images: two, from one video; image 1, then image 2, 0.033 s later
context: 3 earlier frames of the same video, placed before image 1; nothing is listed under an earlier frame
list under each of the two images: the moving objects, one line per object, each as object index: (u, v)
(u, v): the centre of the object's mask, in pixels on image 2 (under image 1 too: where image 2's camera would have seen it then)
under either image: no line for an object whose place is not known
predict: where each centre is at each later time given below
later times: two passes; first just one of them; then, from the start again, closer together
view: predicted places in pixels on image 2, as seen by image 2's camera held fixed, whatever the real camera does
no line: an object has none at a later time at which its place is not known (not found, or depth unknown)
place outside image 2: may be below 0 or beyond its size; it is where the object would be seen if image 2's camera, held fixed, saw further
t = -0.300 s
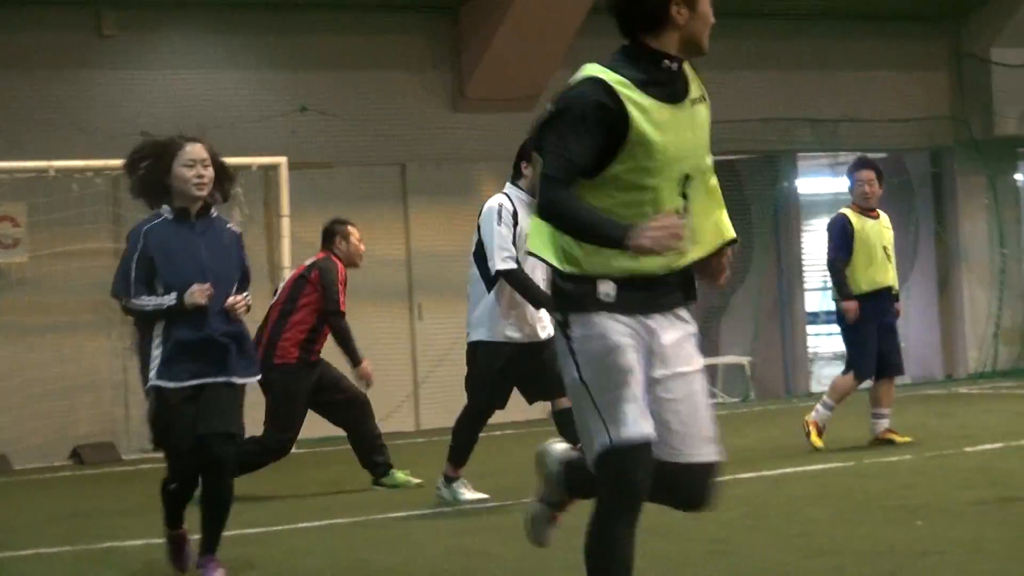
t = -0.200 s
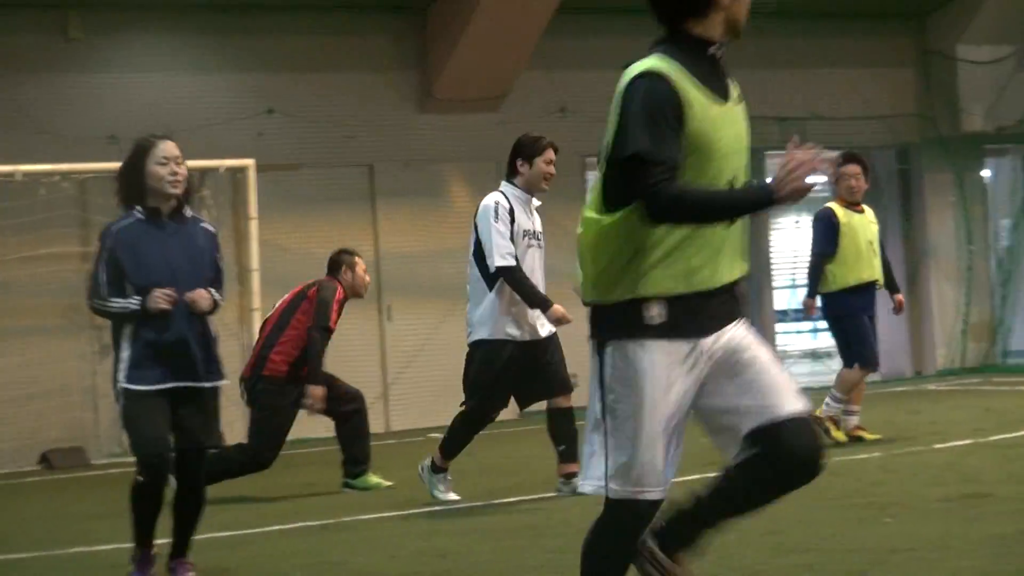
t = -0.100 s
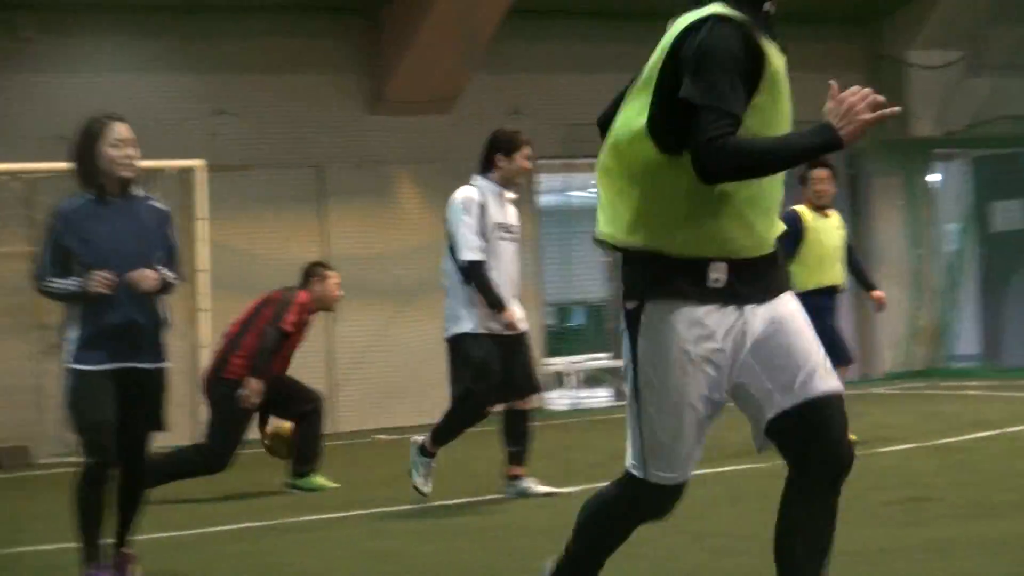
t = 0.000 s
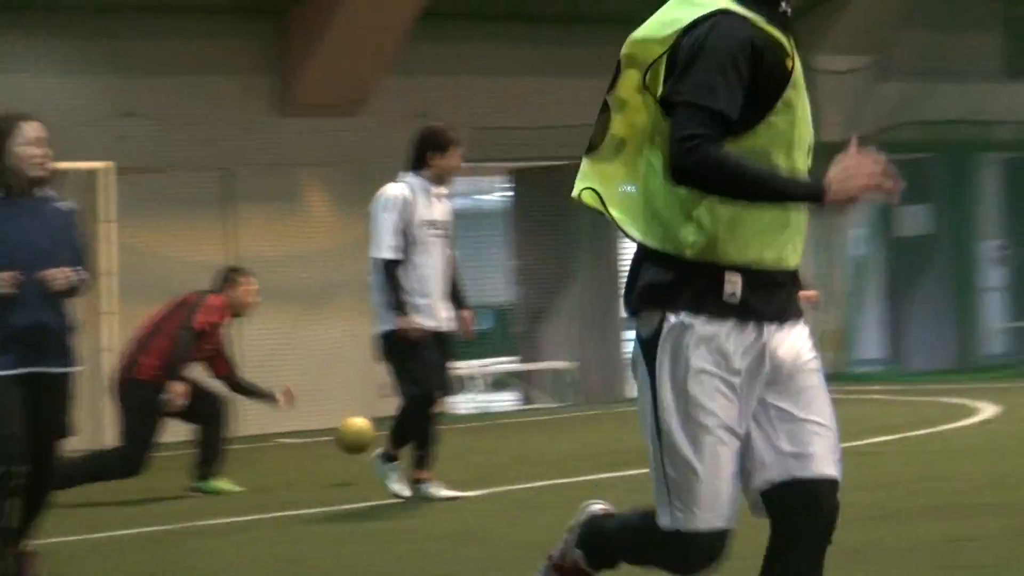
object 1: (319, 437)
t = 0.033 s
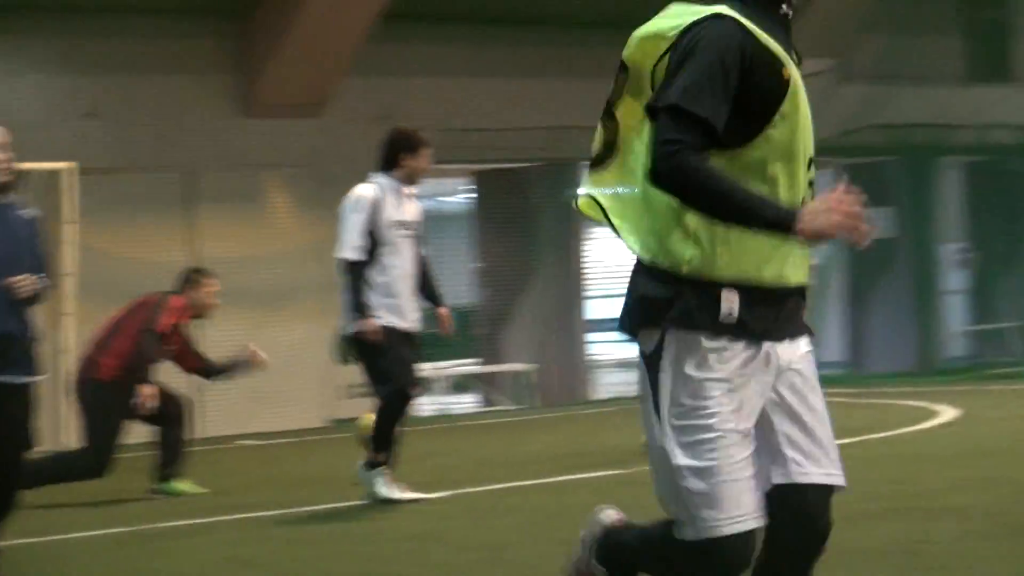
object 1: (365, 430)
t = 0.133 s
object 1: (549, 428)
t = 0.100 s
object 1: (489, 426)
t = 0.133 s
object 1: (549, 428)
